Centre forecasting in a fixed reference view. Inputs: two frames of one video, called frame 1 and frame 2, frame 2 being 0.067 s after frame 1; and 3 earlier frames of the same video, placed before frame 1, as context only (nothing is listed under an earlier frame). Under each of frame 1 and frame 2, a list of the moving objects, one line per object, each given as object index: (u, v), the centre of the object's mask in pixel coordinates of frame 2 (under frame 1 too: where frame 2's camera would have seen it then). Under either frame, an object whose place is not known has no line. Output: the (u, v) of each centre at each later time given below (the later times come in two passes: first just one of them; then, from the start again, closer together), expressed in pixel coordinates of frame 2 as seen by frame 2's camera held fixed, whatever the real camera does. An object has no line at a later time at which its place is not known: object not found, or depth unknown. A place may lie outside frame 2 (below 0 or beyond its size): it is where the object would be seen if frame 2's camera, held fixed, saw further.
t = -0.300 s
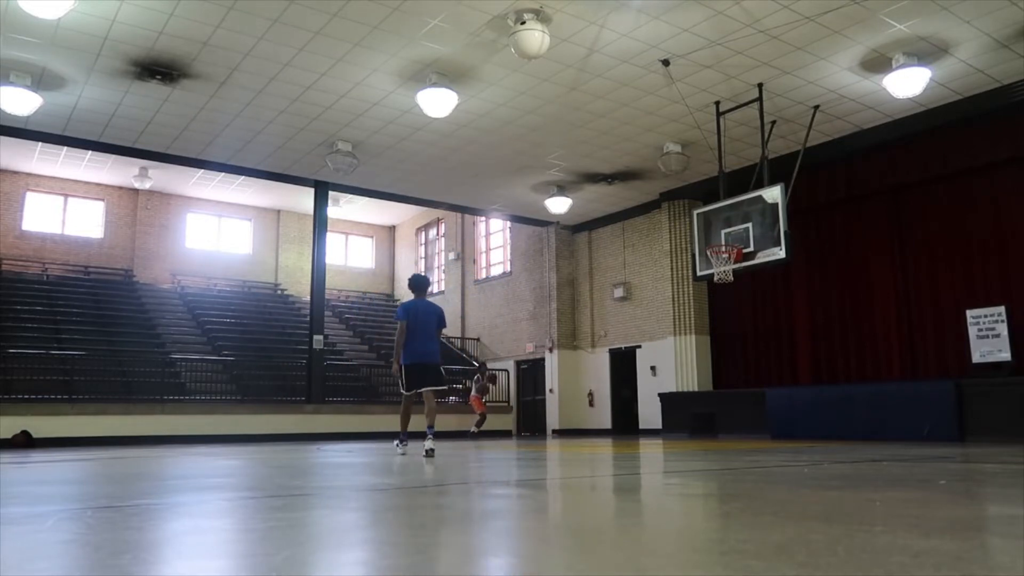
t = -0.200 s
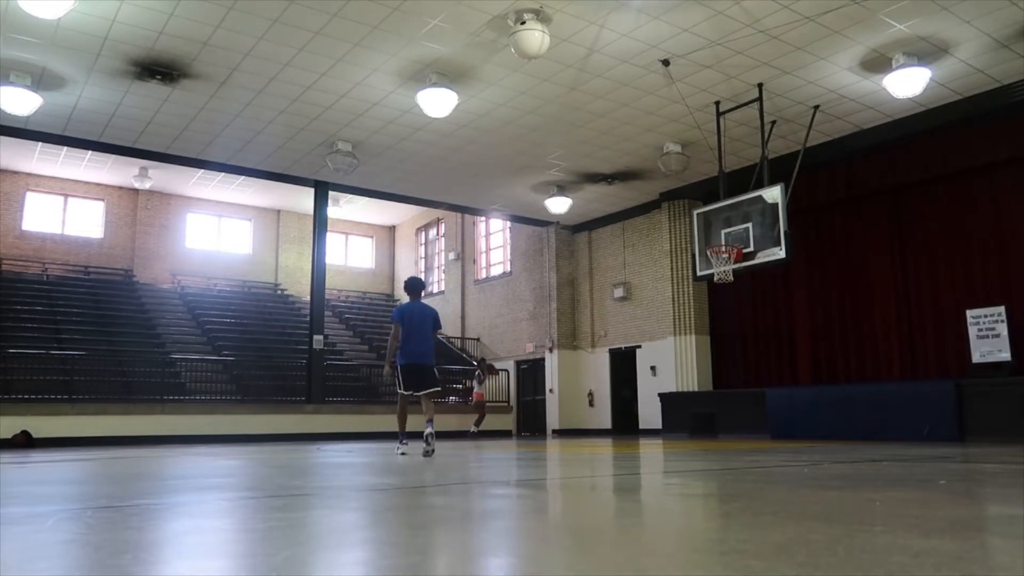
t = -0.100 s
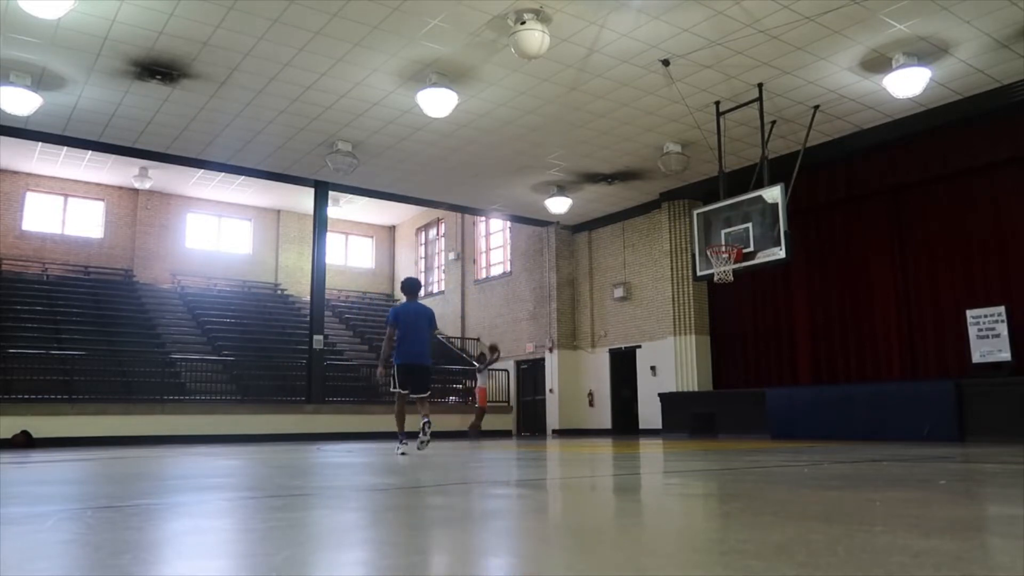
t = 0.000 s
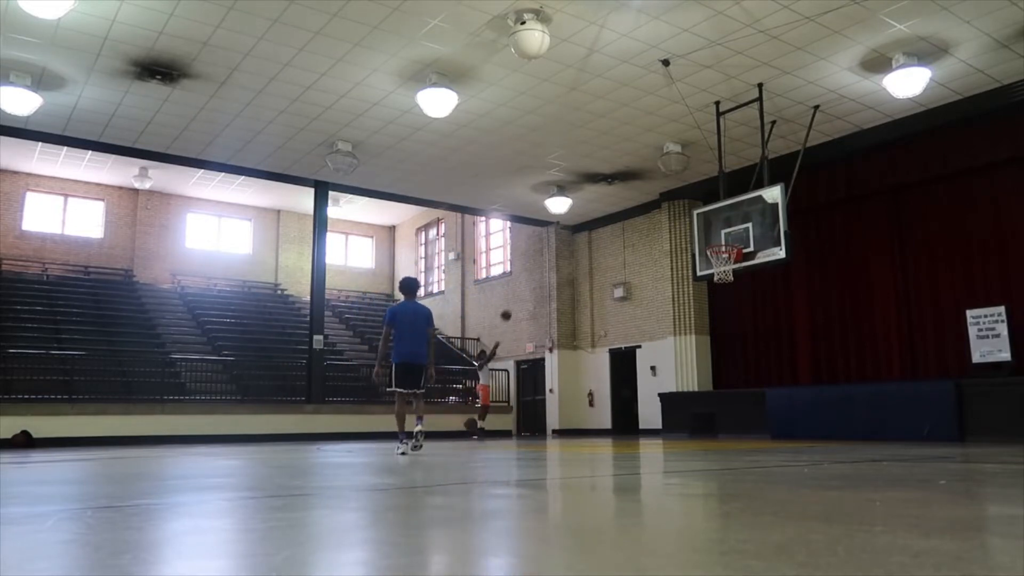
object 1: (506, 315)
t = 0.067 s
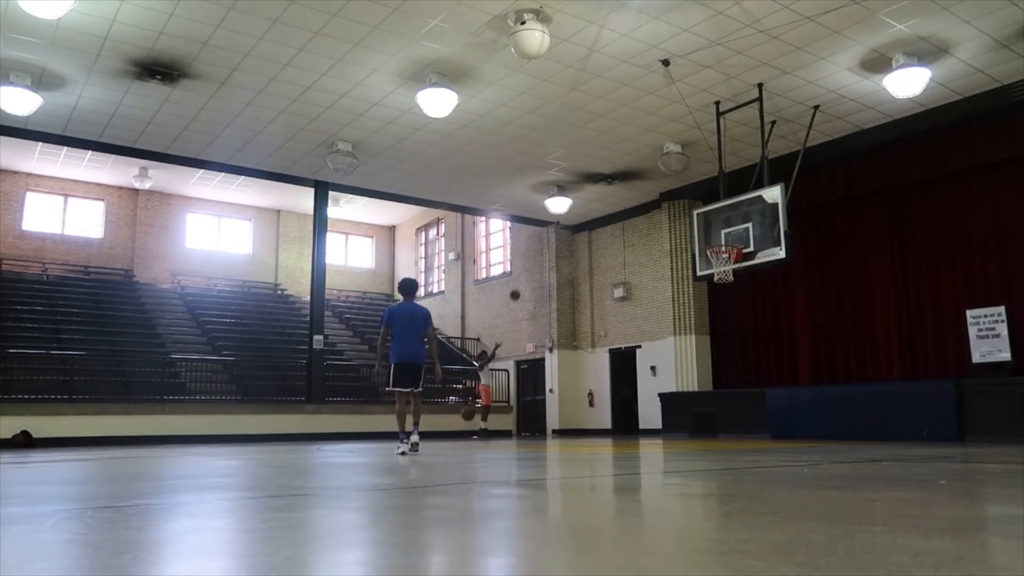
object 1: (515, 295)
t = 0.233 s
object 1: (538, 251)
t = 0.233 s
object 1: (538, 251)
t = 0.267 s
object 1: (542, 243)
